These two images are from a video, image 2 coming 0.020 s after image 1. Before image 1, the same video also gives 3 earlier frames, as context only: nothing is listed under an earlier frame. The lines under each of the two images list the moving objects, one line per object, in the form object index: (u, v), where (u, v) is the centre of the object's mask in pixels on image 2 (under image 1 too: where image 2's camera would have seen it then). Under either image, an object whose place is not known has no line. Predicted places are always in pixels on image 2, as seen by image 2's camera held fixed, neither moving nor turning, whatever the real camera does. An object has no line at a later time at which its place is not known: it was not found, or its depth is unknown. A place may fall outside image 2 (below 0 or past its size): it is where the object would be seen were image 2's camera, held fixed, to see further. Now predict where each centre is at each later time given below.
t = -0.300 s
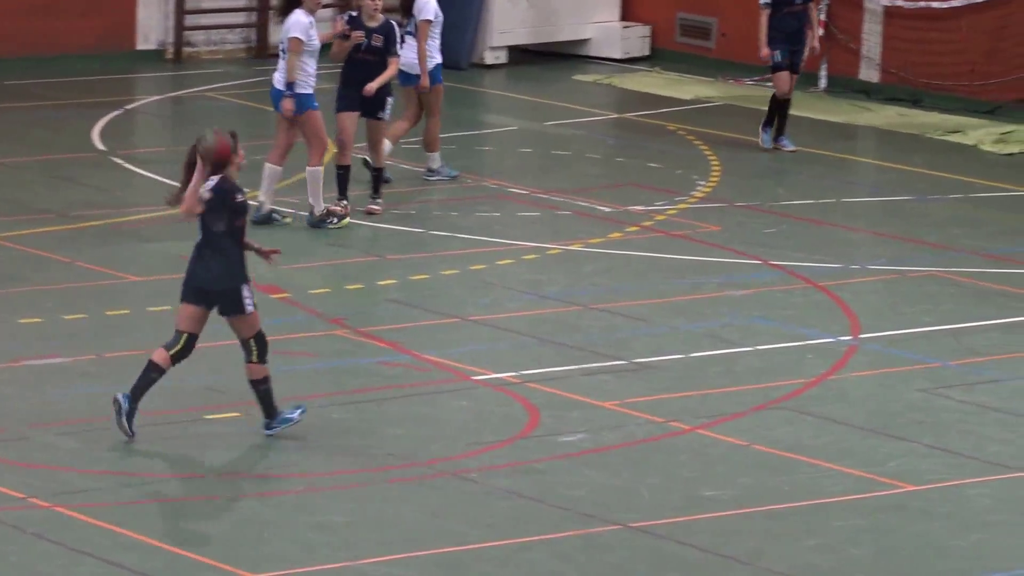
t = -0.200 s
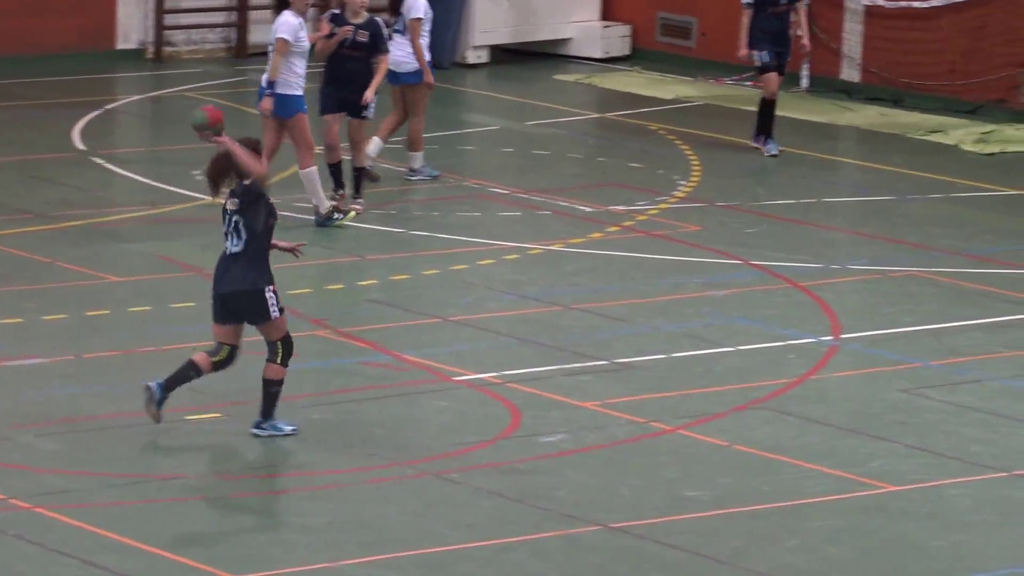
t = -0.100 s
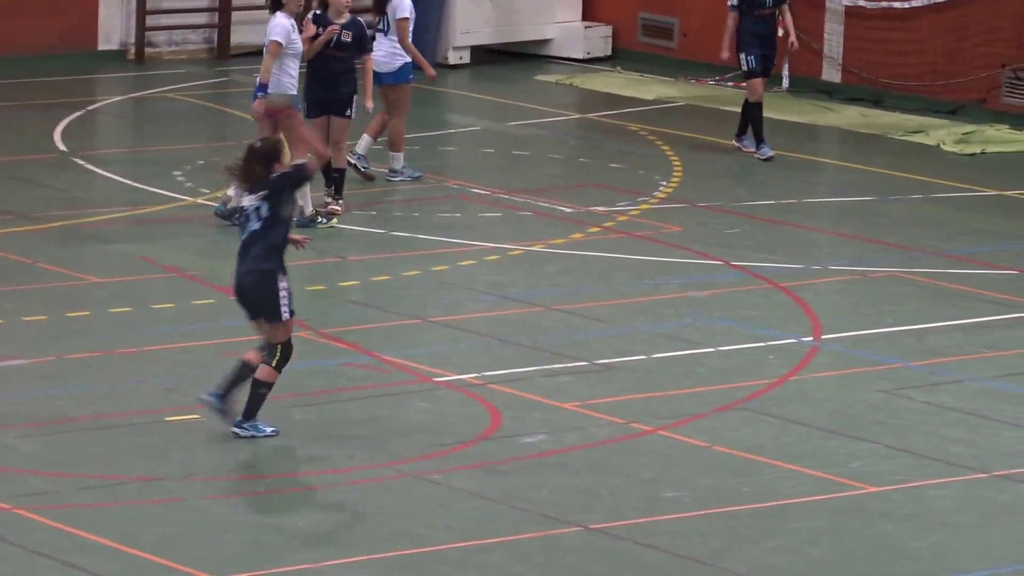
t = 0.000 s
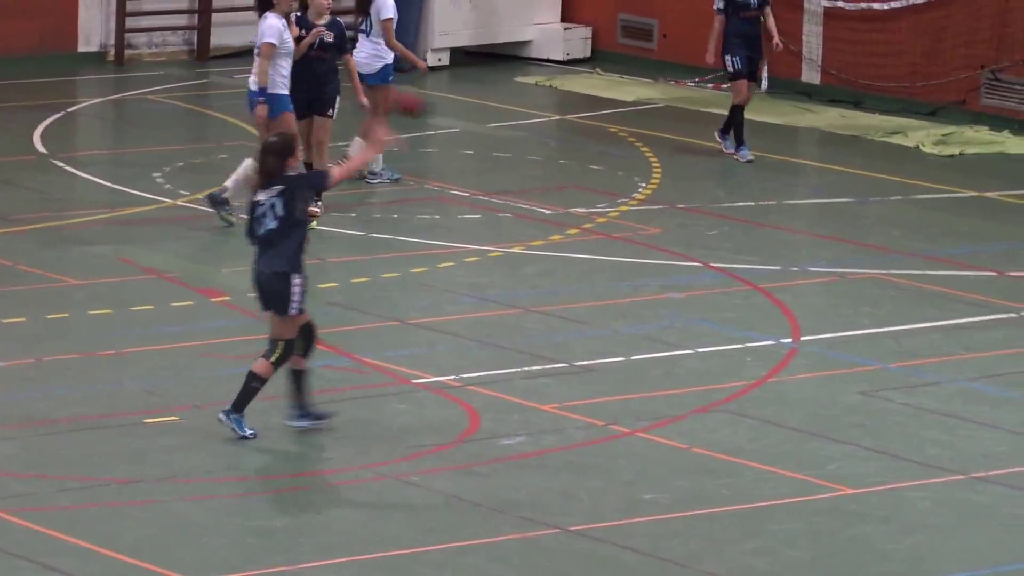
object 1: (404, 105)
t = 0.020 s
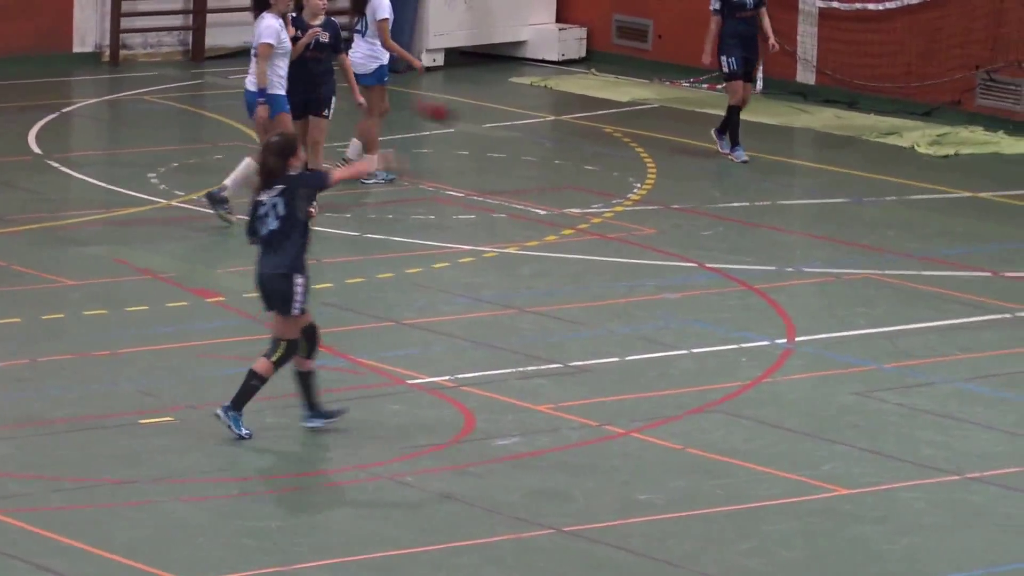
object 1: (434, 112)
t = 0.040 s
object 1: (464, 119)
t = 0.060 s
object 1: (493, 127)
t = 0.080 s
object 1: (520, 136)
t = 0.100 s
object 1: (552, 140)
